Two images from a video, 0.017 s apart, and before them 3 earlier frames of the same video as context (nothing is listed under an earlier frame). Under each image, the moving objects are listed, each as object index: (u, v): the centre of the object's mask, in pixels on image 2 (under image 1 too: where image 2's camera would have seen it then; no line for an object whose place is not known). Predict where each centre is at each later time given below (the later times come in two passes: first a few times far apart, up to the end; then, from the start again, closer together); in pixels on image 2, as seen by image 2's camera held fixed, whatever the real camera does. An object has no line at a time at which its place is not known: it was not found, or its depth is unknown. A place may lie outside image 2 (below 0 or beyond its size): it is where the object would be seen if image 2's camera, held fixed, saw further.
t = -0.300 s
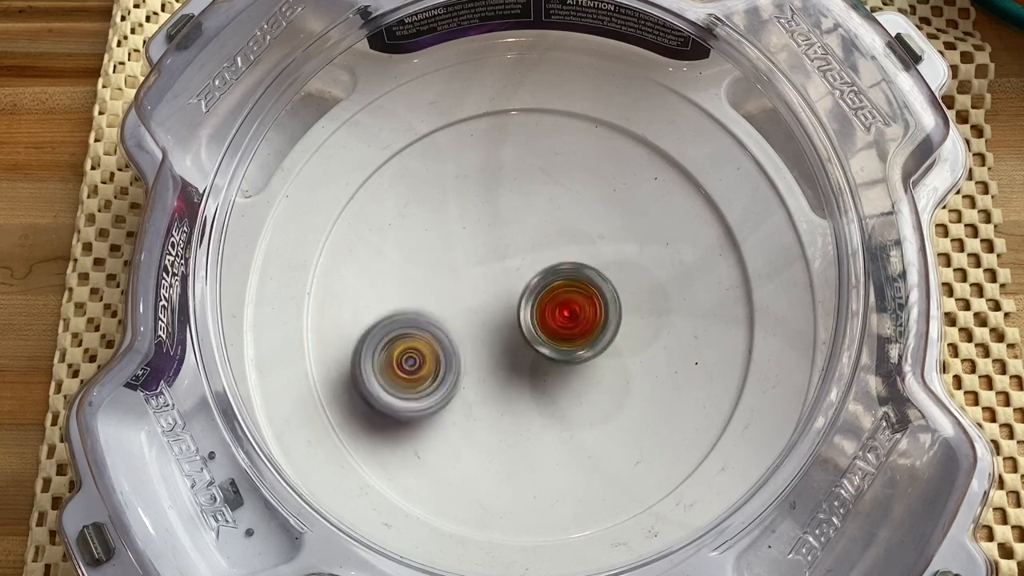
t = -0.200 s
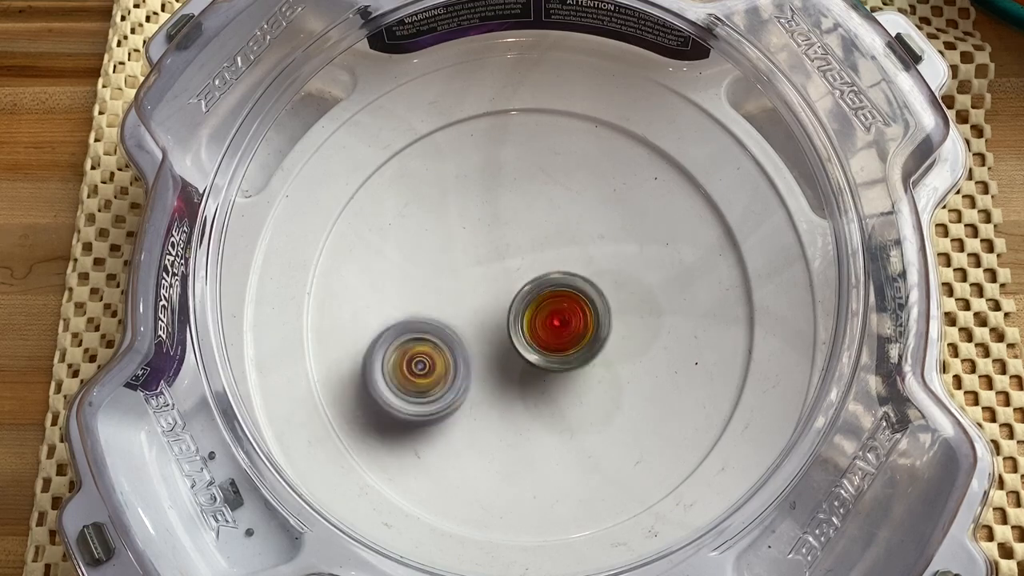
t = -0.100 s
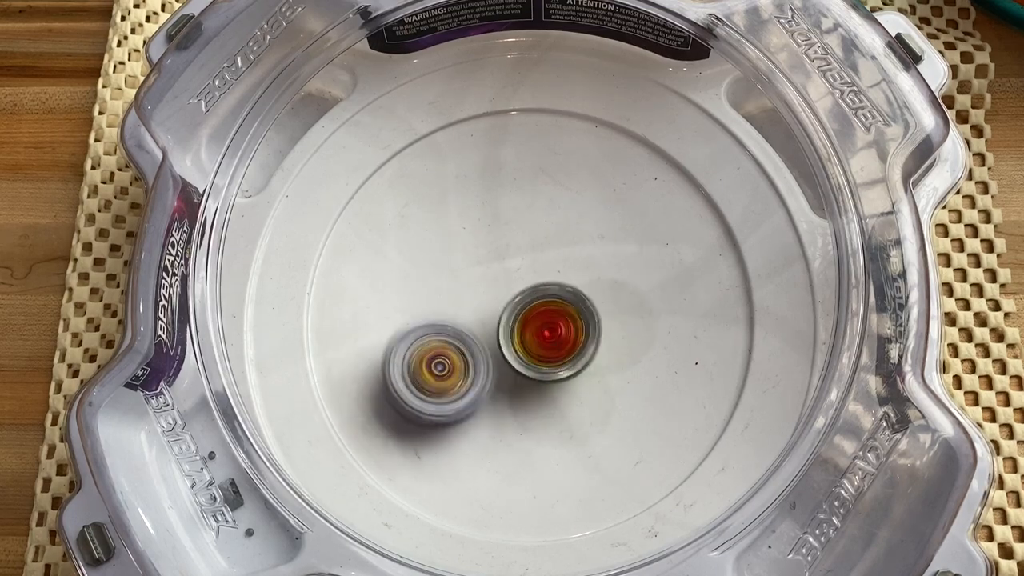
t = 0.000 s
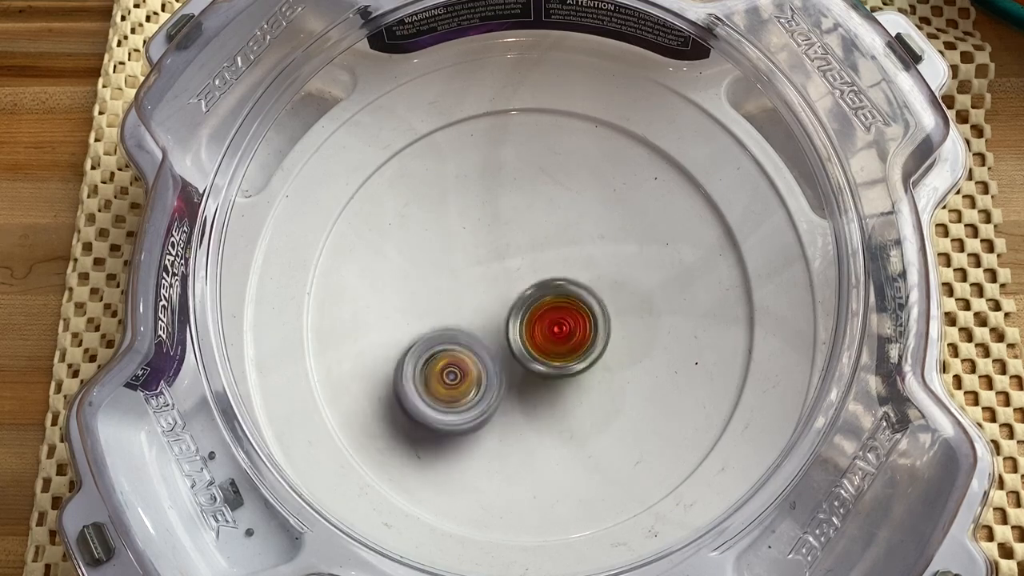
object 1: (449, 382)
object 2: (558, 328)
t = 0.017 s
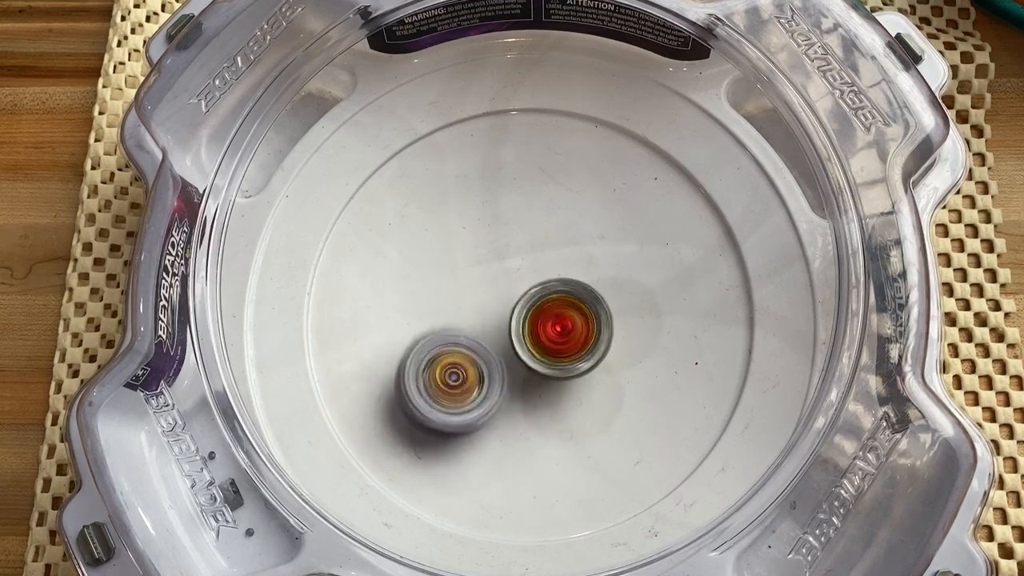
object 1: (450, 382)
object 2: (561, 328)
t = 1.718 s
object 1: (654, 367)
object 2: (335, 276)
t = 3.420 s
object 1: (457, 450)
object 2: (570, 278)
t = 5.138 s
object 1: (484, 242)
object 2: (502, 356)
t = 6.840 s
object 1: (596, 289)
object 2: (469, 267)
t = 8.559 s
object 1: (575, 238)
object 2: (484, 447)
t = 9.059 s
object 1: (555, 236)
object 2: (477, 416)
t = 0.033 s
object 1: (455, 384)
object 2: (562, 325)
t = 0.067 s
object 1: (463, 385)
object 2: (563, 325)
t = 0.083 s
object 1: (464, 388)
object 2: (566, 321)
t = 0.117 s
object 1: (450, 404)
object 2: (590, 303)
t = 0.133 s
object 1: (444, 412)
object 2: (599, 293)
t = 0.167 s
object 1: (435, 422)
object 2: (616, 279)
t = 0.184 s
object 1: (432, 427)
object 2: (620, 273)
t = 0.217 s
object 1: (431, 431)
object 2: (628, 262)
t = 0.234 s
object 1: (429, 431)
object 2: (629, 259)
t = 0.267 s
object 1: (428, 434)
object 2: (630, 250)
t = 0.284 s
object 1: (431, 433)
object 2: (629, 250)
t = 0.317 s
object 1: (433, 429)
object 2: (622, 245)
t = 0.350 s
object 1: (436, 427)
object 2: (616, 242)
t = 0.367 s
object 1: (442, 424)
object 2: (609, 243)
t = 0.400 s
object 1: (448, 416)
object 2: (601, 242)
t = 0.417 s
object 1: (451, 414)
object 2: (596, 244)
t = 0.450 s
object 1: (460, 409)
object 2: (586, 244)
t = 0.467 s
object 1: (466, 406)
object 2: (583, 246)
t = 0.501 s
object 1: (475, 399)
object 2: (572, 249)
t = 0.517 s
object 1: (479, 396)
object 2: (570, 250)
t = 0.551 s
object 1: (492, 392)
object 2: (562, 256)
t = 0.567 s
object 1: (500, 389)
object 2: (559, 256)
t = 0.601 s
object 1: (511, 383)
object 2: (552, 262)
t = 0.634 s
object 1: (523, 380)
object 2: (544, 266)
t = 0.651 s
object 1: (533, 379)
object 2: (543, 268)
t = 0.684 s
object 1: (543, 387)
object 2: (540, 259)
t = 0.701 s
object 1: (548, 392)
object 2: (538, 255)
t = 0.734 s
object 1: (558, 401)
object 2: (535, 251)
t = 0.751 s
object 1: (565, 405)
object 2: (534, 251)
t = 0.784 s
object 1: (574, 407)
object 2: (530, 251)
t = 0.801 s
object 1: (577, 409)
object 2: (528, 251)
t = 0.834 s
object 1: (584, 414)
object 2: (525, 254)
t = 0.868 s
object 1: (593, 416)
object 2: (520, 257)
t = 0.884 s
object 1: (596, 415)
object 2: (520, 258)
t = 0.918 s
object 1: (599, 416)
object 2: (516, 263)
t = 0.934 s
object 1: (601, 416)
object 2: (515, 264)
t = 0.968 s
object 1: (605, 416)
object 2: (512, 269)
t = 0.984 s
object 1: (606, 414)
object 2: (511, 271)
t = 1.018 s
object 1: (606, 410)
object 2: (509, 277)
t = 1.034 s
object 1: (605, 408)
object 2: (507, 281)
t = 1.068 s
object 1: (605, 406)
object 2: (507, 285)
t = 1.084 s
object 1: (606, 404)
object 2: (506, 289)
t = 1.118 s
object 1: (604, 397)
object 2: (505, 295)
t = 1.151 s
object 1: (601, 390)
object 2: (506, 300)
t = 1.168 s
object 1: (599, 388)
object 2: (507, 304)
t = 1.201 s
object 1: (597, 383)
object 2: (507, 309)
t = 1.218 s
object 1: (600, 382)
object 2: (503, 307)
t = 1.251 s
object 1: (635, 390)
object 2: (469, 285)
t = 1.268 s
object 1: (648, 394)
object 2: (451, 275)
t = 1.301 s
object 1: (668, 401)
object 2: (420, 257)
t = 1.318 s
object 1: (675, 404)
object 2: (407, 251)
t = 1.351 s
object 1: (685, 407)
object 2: (386, 240)
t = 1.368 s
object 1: (689, 409)
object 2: (377, 237)
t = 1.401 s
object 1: (696, 410)
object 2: (362, 235)
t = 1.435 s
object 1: (701, 408)
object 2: (352, 236)
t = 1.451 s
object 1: (703, 406)
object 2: (348, 238)
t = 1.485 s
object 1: (703, 402)
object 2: (340, 242)
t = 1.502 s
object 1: (702, 400)
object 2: (338, 244)
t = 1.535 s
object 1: (698, 395)
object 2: (333, 249)
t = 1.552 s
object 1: (694, 393)
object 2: (331, 251)
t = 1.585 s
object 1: (688, 388)
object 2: (329, 256)
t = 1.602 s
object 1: (685, 385)
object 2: (327, 259)
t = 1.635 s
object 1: (678, 381)
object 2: (327, 263)
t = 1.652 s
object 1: (673, 378)
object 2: (329, 266)
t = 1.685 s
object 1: (664, 373)
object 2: (331, 272)
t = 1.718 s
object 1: (654, 367)
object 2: (335, 276)
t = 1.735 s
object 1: (648, 363)
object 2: (339, 278)
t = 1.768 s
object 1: (637, 354)
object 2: (346, 284)
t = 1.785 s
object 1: (630, 350)
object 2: (350, 285)
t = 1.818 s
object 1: (618, 340)
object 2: (362, 290)
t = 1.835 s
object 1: (612, 335)
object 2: (366, 294)
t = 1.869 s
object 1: (598, 325)
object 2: (379, 299)
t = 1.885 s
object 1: (592, 318)
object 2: (388, 303)
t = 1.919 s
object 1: (579, 308)
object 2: (402, 308)
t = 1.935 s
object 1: (573, 304)
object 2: (411, 309)
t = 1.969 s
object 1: (562, 294)
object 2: (426, 314)
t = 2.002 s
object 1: (552, 286)
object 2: (441, 316)
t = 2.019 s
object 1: (550, 280)
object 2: (444, 316)
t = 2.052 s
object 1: (552, 265)
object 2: (442, 326)
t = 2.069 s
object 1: (554, 258)
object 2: (440, 329)
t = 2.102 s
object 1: (556, 247)
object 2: (439, 337)
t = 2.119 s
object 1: (557, 242)
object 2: (439, 342)
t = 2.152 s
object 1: (552, 233)
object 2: (443, 346)
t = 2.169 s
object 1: (549, 230)
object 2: (448, 348)
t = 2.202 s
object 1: (541, 224)
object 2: (456, 352)
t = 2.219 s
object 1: (537, 222)
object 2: (459, 351)
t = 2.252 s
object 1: (527, 217)
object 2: (469, 353)
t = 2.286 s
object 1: (519, 214)
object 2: (478, 353)
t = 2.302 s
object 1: (514, 213)
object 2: (482, 355)
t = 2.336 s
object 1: (505, 211)
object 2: (492, 353)
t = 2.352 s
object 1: (501, 210)
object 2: (499, 353)
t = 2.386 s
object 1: (493, 210)
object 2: (508, 352)
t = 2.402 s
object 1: (488, 209)
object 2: (511, 349)
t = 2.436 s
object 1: (481, 209)
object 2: (520, 347)
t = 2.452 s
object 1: (477, 211)
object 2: (524, 348)
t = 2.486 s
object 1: (469, 213)
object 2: (531, 345)
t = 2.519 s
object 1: (463, 216)
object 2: (537, 341)
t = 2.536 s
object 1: (459, 218)
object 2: (542, 339)
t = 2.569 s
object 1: (454, 221)
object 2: (547, 336)
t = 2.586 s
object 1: (451, 224)
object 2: (548, 334)
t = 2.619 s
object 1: (446, 229)
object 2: (552, 330)
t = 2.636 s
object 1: (443, 233)
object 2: (555, 330)
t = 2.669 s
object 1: (440, 240)
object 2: (557, 326)
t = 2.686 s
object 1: (438, 243)
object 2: (559, 323)
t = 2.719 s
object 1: (435, 251)
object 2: (562, 320)
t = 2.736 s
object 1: (434, 255)
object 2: (561, 319)
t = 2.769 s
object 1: (432, 263)
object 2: (562, 316)
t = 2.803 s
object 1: (431, 271)
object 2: (562, 313)
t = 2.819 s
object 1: (430, 276)
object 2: (564, 313)
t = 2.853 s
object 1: (430, 286)
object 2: (563, 311)
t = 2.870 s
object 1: (430, 290)
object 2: (562, 309)
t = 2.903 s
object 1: (430, 300)
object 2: (561, 307)
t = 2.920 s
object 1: (431, 305)
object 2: (559, 308)
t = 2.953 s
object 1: (432, 315)
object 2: (558, 306)
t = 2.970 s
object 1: (433, 320)
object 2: (559, 305)
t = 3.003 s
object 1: (435, 330)
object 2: (558, 305)
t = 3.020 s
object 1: (437, 336)
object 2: (556, 305)
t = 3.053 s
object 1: (439, 346)
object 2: (555, 305)
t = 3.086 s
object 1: (442, 356)
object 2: (553, 306)
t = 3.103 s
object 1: (444, 360)
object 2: (553, 308)
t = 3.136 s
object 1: (448, 369)
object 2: (551, 309)
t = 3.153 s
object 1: (449, 374)
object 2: (550, 307)
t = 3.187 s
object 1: (454, 380)
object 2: (548, 308)
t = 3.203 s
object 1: (455, 386)
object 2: (549, 308)
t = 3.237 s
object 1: (451, 403)
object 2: (559, 297)
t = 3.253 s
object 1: (450, 410)
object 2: (564, 292)
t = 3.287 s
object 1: (450, 422)
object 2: (570, 287)
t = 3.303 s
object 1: (449, 429)
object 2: (570, 284)
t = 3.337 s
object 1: (450, 438)
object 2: (571, 281)
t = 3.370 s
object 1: (451, 445)
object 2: (572, 278)
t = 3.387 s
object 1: (454, 448)
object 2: (572, 279)
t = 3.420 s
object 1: (457, 450)
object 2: (570, 278)
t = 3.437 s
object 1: (458, 451)
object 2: (569, 275)
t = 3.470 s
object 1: (464, 453)
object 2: (567, 275)
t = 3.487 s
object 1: (469, 455)
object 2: (566, 276)
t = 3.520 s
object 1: (476, 456)
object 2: (563, 276)
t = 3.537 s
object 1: (480, 455)
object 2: (563, 274)
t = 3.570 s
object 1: (486, 452)
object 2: (561, 275)
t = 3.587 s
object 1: (488, 451)
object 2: (557, 276)
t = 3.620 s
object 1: (496, 445)
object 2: (554, 277)
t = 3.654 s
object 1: (505, 440)
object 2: (551, 279)
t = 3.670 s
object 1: (511, 437)
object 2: (552, 281)
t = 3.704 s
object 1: (521, 432)
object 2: (548, 283)
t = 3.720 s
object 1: (525, 428)
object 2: (544, 283)
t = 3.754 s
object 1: (534, 421)
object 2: (541, 286)
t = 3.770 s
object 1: (538, 417)
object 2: (541, 289)
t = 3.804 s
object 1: (548, 408)
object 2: (537, 293)
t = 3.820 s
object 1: (554, 405)
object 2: (535, 292)
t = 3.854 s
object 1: (571, 417)
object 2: (526, 267)
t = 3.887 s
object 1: (583, 427)
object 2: (515, 243)
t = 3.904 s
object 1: (590, 426)
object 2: (511, 234)
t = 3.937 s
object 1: (601, 427)
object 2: (502, 219)
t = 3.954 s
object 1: (606, 426)
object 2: (498, 212)
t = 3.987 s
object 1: (614, 426)
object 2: (492, 206)
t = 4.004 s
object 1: (617, 425)
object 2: (488, 206)
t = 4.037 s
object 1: (622, 418)
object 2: (482, 206)
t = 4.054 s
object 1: (625, 415)
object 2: (481, 206)
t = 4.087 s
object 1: (630, 410)
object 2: (477, 209)
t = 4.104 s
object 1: (631, 405)
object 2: (472, 212)
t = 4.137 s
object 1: (631, 397)
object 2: (469, 216)
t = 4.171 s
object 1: (634, 387)
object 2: (467, 222)
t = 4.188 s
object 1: (634, 382)
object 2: (468, 225)
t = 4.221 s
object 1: (635, 374)
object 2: (468, 233)
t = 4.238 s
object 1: (633, 368)
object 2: (466, 236)
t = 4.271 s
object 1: (632, 356)
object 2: (468, 243)
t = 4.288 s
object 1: (632, 352)
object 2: (471, 248)
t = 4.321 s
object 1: (629, 342)
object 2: (475, 256)
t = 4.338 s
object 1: (628, 335)
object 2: (475, 259)
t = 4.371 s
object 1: (625, 323)
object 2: (480, 266)
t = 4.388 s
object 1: (622, 317)
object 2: (485, 271)
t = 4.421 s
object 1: (618, 308)
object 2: (491, 277)
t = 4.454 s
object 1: (612, 296)
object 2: (498, 283)
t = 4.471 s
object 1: (613, 291)
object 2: (492, 282)
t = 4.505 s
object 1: (623, 285)
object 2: (473, 287)
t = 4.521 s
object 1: (625, 281)
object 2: (463, 288)
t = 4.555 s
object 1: (625, 271)
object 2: (450, 293)
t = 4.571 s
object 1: (625, 268)
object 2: (446, 296)
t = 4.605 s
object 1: (622, 262)
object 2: (442, 300)
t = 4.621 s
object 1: (620, 258)
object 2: (440, 302)
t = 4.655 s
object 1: (614, 250)
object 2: (440, 308)
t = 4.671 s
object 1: (611, 248)
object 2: (441, 311)
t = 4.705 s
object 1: (604, 243)
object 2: (442, 316)
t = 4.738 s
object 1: (596, 238)
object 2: (444, 321)
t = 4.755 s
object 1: (591, 236)
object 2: (444, 324)
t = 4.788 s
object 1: (584, 233)
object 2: (446, 329)
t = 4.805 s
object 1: (580, 231)
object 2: (449, 330)
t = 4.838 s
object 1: (570, 228)
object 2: (452, 334)
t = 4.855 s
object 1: (566, 228)
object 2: (454, 338)
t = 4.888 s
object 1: (557, 226)
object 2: (458, 342)
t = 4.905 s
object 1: (552, 225)
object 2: (461, 342)
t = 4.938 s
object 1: (542, 227)
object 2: (466, 345)
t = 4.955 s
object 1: (536, 227)
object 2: (469, 348)
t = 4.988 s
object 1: (528, 226)
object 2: (475, 350)
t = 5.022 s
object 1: (518, 230)
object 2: (481, 352)
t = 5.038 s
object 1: (512, 231)
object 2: (483, 353)
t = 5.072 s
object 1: (504, 232)
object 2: (489, 354)
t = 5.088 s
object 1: (499, 234)
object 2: (494, 354)
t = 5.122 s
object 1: (489, 239)
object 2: (500, 355)
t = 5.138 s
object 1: (484, 242)
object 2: (502, 356)
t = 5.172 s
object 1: (477, 245)
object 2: (509, 356)
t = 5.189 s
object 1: (473, 250)
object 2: (513, 355)
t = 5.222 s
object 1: (464, 255)
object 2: (519, 355)
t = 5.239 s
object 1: (462, 258)
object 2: (522, 356)
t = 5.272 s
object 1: (455, 266)
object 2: (528, 355)
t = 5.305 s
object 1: (448, 272)
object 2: (534, 354)
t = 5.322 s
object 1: (446, 277)
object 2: (536, 352)
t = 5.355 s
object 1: (442, 285)
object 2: (541, 351)
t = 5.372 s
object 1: (438, 288)
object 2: (545, 351)
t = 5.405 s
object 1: (436, 297)
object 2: (550, 348)
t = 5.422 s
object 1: (434, 301)
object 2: (551, 348)
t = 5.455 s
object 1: (431, 309)
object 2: (556, 346)
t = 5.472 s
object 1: (431, 315)
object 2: (560, 344)
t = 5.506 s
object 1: (431, 324)
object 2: (564, 342)
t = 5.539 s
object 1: (431, 331)
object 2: (568, 339)
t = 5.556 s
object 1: (432, 336)
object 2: (570, 339)
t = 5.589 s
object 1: (434, 345)
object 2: (574, 336)
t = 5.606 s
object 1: (436, 348)
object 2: (574, 333)
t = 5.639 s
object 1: (440, 358)
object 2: (577, 331)
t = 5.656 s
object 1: (443, 361)
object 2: (580, 330)
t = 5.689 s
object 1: (446, 366)
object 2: (582, 326)
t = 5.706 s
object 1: (449, 370)
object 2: (582, 325)
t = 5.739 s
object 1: (456, 379)
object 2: (583, 321)
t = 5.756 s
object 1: (456, 380)
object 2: (585, 319)
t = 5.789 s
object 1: (466, 385)
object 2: (585, 315)
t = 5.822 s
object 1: (473, 391)
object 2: (585, 311)
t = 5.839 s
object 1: (475, 390)
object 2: (584, 311)
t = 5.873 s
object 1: (486, 395)
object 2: (583, 307)
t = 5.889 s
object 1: (490, 398)
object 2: (581, 304)
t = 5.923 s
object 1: (497, 397)
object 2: (579, 301)
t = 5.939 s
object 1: (504, 399)
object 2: (579, 300)
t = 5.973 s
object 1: (513, 401)
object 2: (576, 297)
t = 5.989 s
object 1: (516, 400)
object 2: (573, 296)
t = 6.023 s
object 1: (527, 401)
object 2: (570, 294)
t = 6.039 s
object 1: (532, 402)
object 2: (568, 291)
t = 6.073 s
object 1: (537, 403)
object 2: (567, 284)
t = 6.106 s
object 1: (547, 407)
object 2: (565, 279)
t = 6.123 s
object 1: (550, 408)
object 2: (564, 279)
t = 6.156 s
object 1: (557, 405)
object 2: (560, 276)
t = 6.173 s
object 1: (562, 403)
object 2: (557, 274)
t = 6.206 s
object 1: (566, 401)
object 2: (554, 271)
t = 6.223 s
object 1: (568, 398)
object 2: (553, 269)
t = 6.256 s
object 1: (575, 395)
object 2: (549, 266)
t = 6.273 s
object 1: (575, 393)
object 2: (547, 267)
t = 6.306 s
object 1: (581, 384)
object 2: (542, 265)
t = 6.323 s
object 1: (583, 384)
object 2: (539, 263)
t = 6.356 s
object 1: (586, 374)
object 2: (535, 263)
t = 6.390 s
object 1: (591, 369)
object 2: (531, 262)
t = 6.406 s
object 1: (591, 366)
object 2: (530, 261)
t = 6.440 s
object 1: (595, 355)
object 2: (526, 260)
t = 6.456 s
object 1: (596, 352)
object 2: (523, 261)
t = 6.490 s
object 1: (596, 344)
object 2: (519, 261)
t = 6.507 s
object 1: (602, 341)
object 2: (513, 256)
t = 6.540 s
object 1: (609, 341)
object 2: (501, 251)
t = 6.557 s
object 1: (611, 337)
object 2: (495, 251)
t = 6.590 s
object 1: (615, 334)
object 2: (488, 249)
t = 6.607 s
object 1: (616, 331)
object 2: (484, 247)
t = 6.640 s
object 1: (616, 323)
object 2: (478, 248)
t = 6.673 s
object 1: (615, 319)
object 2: (474, 250)
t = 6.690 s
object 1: (614, 314)
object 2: (474, 251)
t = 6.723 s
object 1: (612, 311)
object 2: (472, 254)
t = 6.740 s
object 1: (609, 306)
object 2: (470, 257)
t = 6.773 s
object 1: (606, 301)
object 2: (470, 261)
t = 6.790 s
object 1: (605, 297)
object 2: (469, 261)
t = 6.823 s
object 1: (599, 291)
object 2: (467, 264)
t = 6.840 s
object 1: (596, 289)
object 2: (469, 267)
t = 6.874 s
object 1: (591, 282)
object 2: (468, 270)
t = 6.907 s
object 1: (584, 279)
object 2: (469, 273)
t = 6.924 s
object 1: (581, 275)
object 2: (469, 277)
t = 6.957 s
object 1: (577, 272)
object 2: (464, 280)
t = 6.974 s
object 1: (586, 264)
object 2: (448, 282)
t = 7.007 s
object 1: (604, 256)
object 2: (417, 292)
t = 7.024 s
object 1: (608, 253)
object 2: (406, 295)
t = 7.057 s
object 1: (617, 249)
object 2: (388, 304)
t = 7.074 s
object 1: (616, 247)
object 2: (378, 308)
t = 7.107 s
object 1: (619, 245)
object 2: (372, 315)
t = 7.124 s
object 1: (617, 245)
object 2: (370, 319)
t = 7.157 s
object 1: (617, 244)
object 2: (370, 325)
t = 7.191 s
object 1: (614, 244)
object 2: (373, 331)
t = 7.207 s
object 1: (614, 246)
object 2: (378, 333)
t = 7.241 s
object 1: (608, 247)
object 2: (386, 338)
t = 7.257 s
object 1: (606, 249)
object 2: (391, 339)
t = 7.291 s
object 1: (599, 252)
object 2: (402, 342)
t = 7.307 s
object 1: (596, 255)
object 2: (406, 343)
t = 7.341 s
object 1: (589, 258)
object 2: (418, 343)
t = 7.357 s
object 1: (585, 259)
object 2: (427, 344)
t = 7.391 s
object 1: (576, 264)
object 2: (440, 342)
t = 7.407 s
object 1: (573, 266)
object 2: (446, 343)
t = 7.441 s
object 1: (564, 270)
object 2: (459, 341)
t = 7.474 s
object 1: (556, 276)
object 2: (470, 337)
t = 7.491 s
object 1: (554, 276)
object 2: (467, 339)
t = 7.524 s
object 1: (555, 271)
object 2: (467, 350)
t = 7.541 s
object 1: (554, 272)
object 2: (465, 354)
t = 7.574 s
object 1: (548, 275)
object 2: (465, 359)
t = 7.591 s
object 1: (547, 277)
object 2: (469, 362)
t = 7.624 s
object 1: (540, 282)
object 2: (471, 362)
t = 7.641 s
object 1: (538, 284)
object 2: (472, 365)
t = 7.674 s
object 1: (539, 278)
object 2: (464, 380)
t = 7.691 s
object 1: (538, 276)
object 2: (459, 384)
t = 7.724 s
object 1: (537, 275)
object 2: (452, 396)
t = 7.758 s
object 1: (536, 279)
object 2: (451, 404)
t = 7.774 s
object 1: (533, 280)
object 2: (452, 404)
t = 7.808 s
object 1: (530, 283)
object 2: (454, 405)
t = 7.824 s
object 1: (529, 285)
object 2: (458, 405)
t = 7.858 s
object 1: (527, 291)
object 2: (463, 403)
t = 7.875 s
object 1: (527, 292)
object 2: (466, 405)
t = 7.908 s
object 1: (524, 297)
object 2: (472, 402)
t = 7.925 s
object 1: (525, 300)
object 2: (473, 399)
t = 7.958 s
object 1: (523, 303)
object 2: (476, 401)
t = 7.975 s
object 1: (525, 300)
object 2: (477, 405)
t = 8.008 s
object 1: (529, 297)
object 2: (476, 416)
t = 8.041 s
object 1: (533, 295)
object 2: (478, 426)
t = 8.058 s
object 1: (531, 296)
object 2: (479, 426)
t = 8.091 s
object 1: (535, 300)
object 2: (481, 427)
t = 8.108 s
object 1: (535, 299)
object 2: (484, 427)
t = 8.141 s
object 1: (536, 304)
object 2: (487, 425)
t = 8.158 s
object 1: (538, 306)
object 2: (489, 425)
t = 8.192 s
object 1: (539, 308)
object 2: (493, 420)
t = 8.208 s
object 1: (539, 311)
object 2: (493, 419)
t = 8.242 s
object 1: (539, 315)
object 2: (499, 415)
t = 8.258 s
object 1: (538, 316)
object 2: (499, 411)
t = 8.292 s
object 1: (545, 302)
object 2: (491, 427)
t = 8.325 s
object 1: (554, 285)
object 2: (483, 446)
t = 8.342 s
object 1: (556, 274)
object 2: (480, 453)
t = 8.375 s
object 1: (562, 263)
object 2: (476, 459)
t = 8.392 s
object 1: (564, 261)
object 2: (476, 461)
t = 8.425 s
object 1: (566, 257)
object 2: (476, 461)
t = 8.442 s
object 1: (567, 252)
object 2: (476, 461)
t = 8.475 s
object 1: (569, 248)
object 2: (480, 458)
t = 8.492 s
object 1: (573, 246)
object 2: (479, 457)
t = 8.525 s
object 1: (575, 240)
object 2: (482, 453)
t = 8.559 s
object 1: (575, 238)
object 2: (484, 447)
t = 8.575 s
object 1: (577, 237)
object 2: (484, 444)
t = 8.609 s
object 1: (575, 235)
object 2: (487, 437)
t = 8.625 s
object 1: (573, 234)
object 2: (486, 432)
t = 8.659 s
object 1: (571, 233)
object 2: (490, 425)
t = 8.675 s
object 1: (571, 235)
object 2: (491, 419)
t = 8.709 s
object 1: (568, 235)
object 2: (492, 412)
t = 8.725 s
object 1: (566, 236)
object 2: (495, 407)
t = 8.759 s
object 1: (563, 239)
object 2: (496, 396)
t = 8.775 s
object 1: (561, 240)
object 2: (498, 393)
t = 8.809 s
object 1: (557, 246)
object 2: (501, 382)
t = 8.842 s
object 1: (553, 250)
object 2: (503, 373)
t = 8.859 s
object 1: (552, 252)
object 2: (507, 369)
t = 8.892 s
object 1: (547, 257)
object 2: (509, 358)
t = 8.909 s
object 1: (545, 260)
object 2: (511, 355)
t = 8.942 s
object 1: (549, 250)
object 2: (505, 369)
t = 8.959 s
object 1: (551, 242)
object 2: (496, 381)
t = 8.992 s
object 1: (554, 234)
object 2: (487, 400)
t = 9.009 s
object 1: (554, 231)
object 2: (486, 403)
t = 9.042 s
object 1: (553, 232)
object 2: (478, 415)
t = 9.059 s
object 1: (555, 236)
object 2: (477, 416)
